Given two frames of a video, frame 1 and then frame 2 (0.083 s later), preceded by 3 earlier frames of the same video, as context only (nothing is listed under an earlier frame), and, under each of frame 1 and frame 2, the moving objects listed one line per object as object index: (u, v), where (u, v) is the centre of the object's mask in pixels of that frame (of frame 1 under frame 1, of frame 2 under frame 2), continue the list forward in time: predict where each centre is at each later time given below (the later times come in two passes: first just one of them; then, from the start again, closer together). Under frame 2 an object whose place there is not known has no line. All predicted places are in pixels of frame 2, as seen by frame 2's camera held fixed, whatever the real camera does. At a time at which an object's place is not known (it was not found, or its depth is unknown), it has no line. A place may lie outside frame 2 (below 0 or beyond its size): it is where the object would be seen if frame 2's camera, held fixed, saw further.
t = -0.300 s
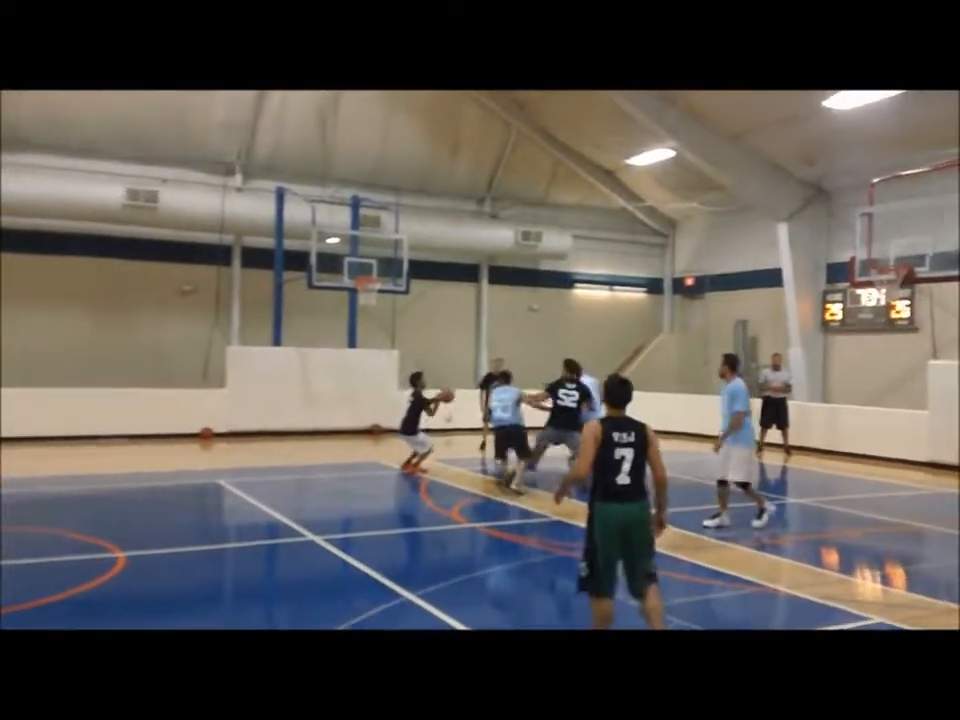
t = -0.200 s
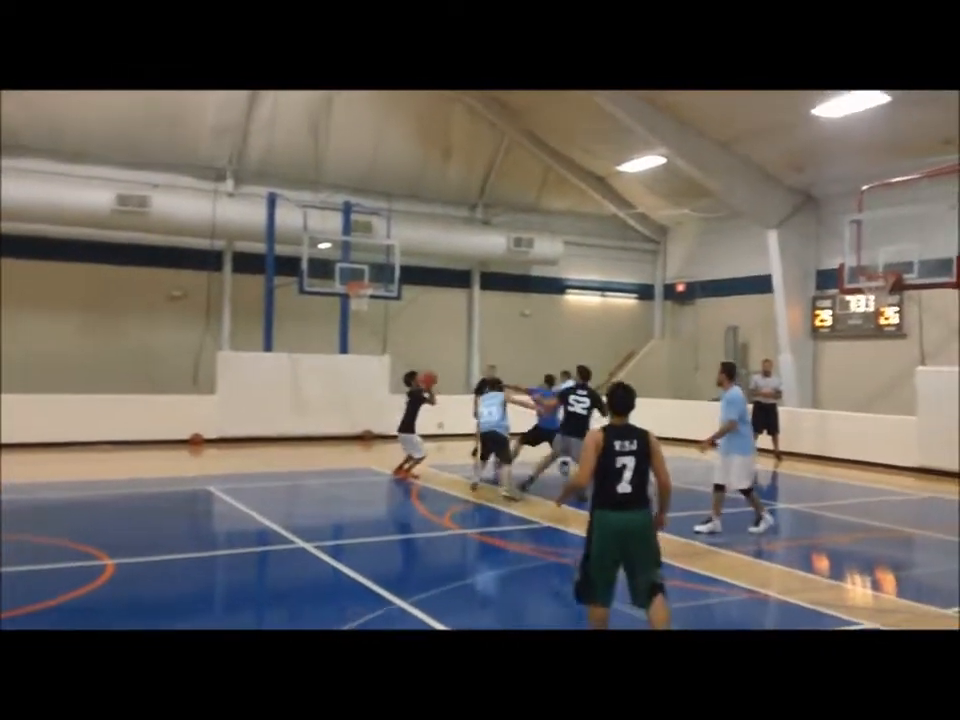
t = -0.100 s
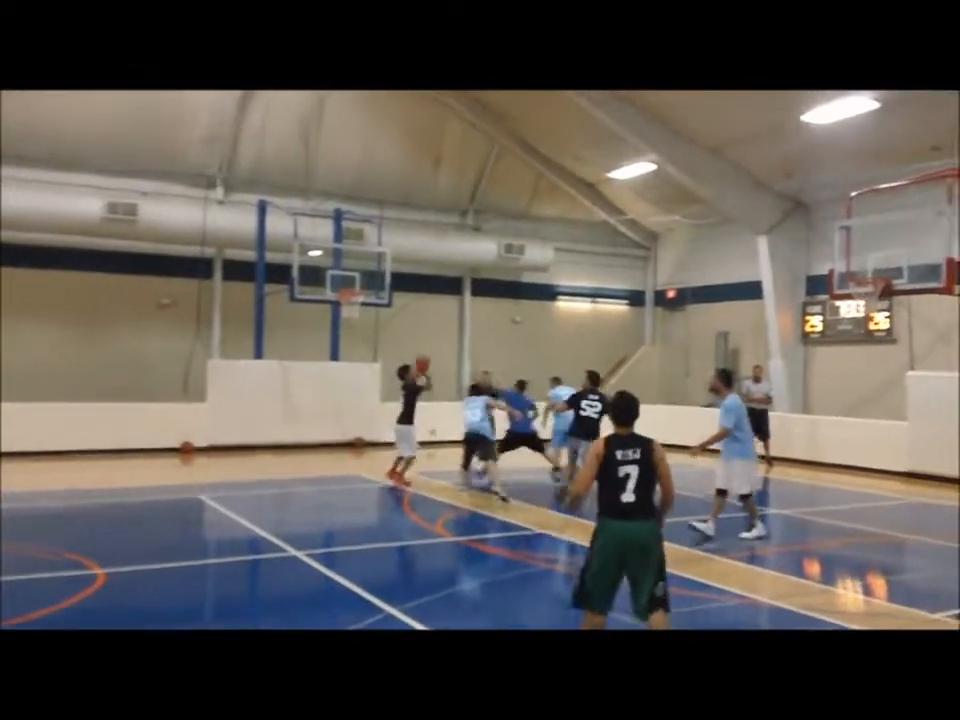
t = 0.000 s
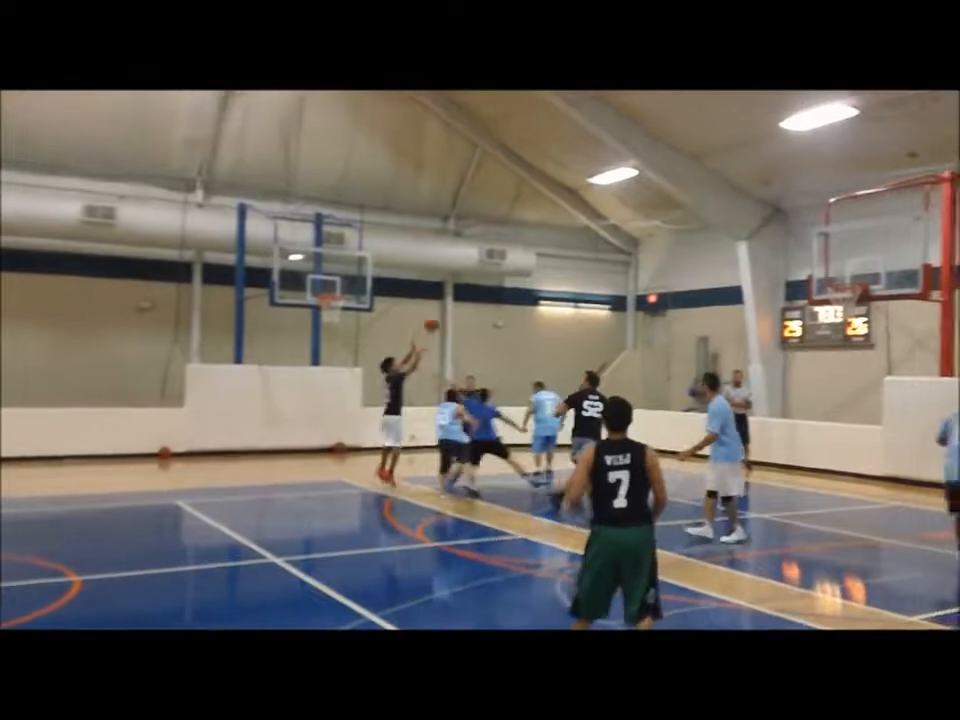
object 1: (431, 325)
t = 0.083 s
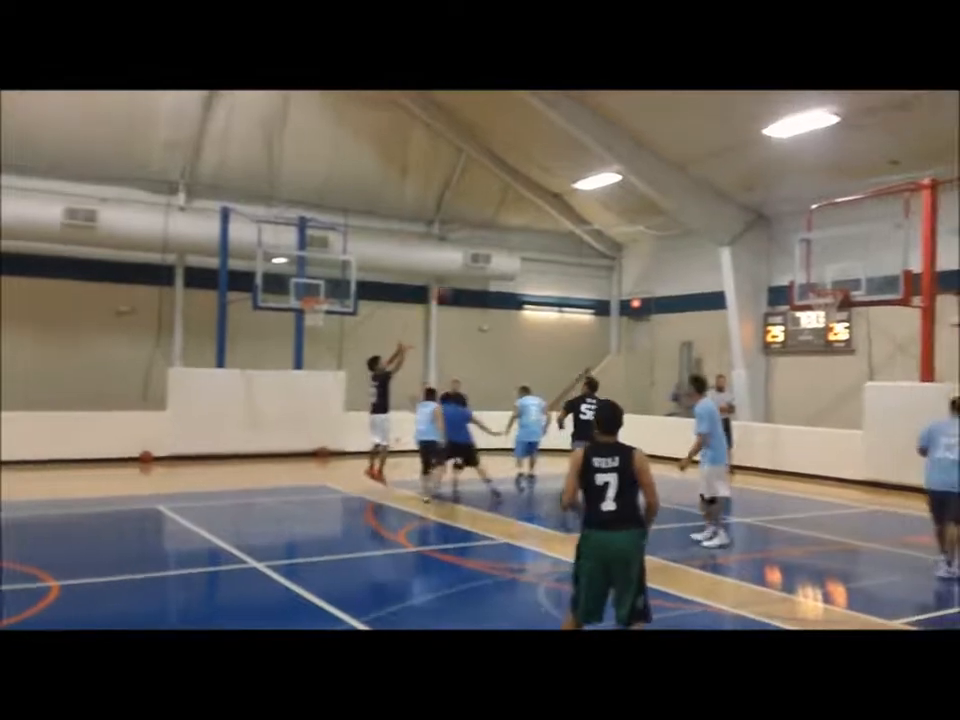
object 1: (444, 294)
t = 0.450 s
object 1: (567, 188)
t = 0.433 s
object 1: (564, 191)
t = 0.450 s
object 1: (567, 188)
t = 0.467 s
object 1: (571, 186)
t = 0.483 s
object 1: (575, 186)
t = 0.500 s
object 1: (583, 184)
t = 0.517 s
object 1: (589, 183)
